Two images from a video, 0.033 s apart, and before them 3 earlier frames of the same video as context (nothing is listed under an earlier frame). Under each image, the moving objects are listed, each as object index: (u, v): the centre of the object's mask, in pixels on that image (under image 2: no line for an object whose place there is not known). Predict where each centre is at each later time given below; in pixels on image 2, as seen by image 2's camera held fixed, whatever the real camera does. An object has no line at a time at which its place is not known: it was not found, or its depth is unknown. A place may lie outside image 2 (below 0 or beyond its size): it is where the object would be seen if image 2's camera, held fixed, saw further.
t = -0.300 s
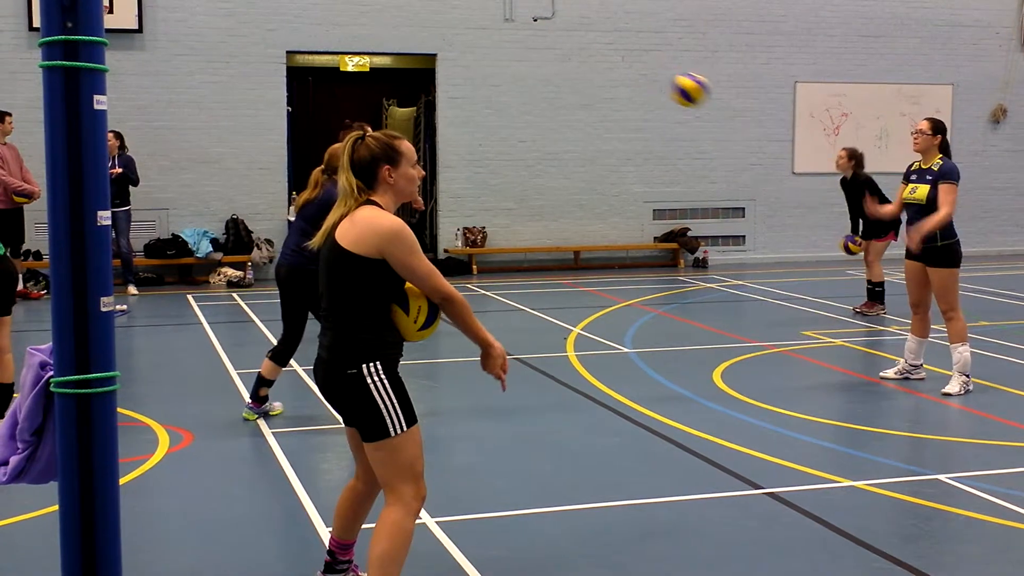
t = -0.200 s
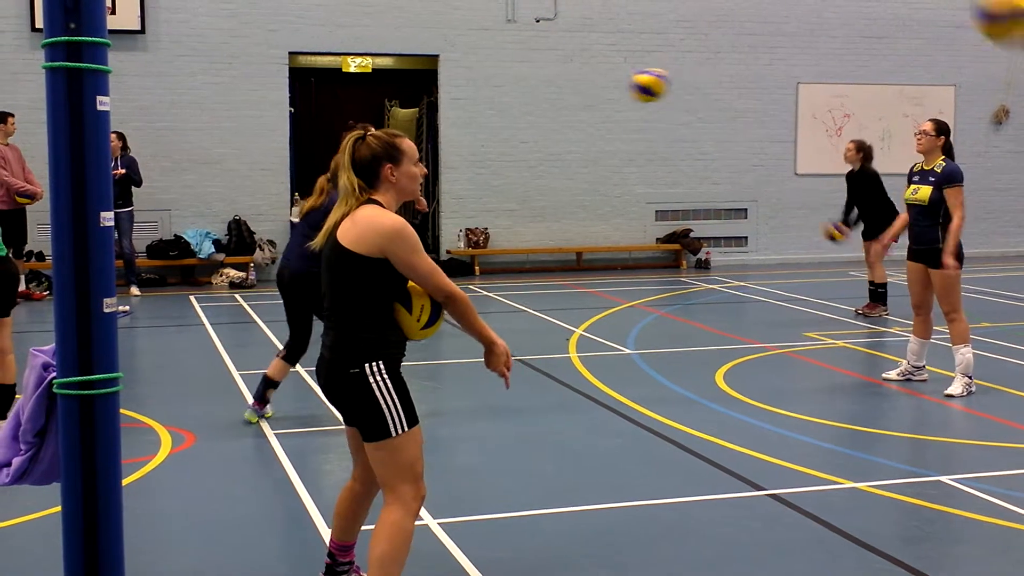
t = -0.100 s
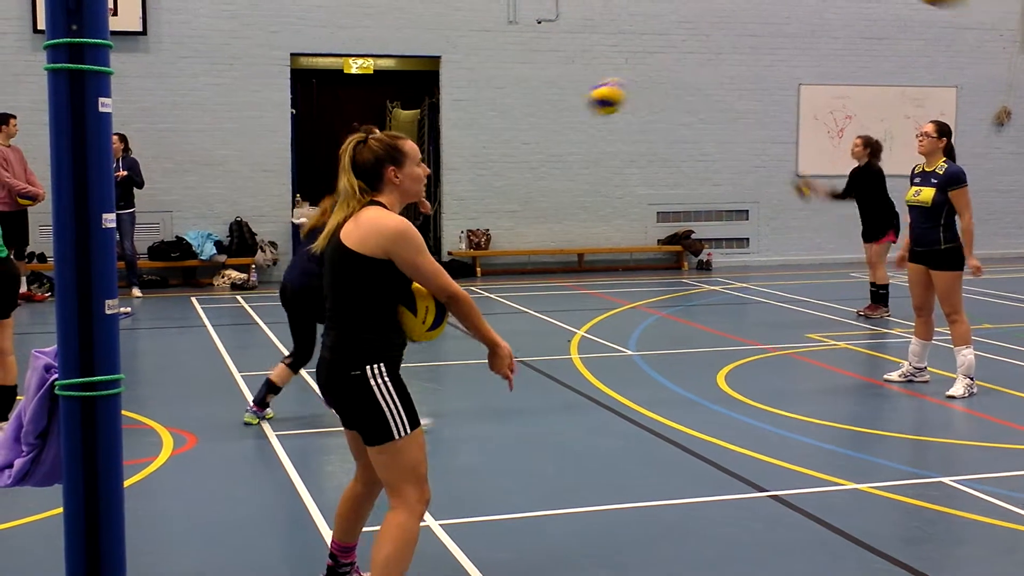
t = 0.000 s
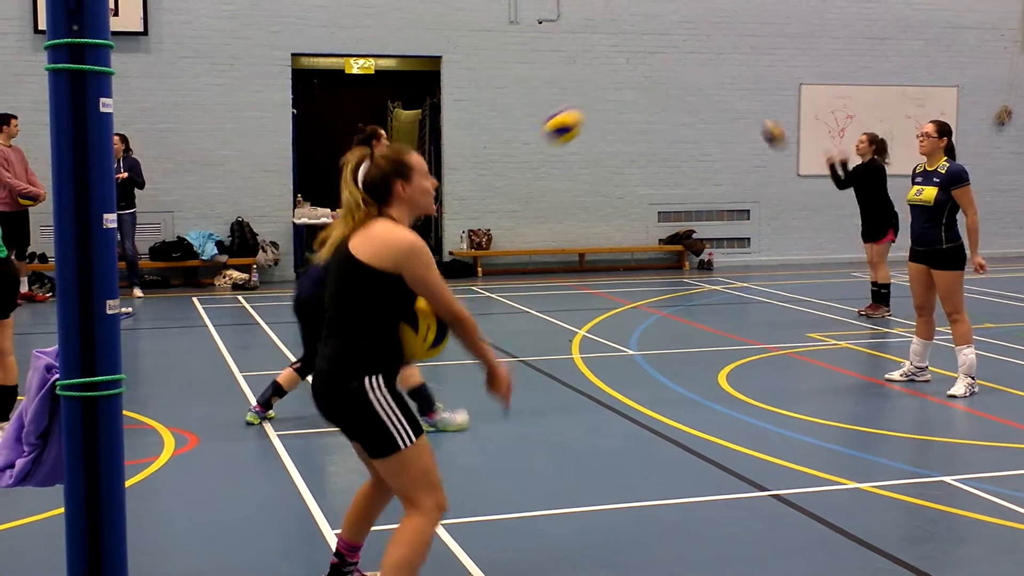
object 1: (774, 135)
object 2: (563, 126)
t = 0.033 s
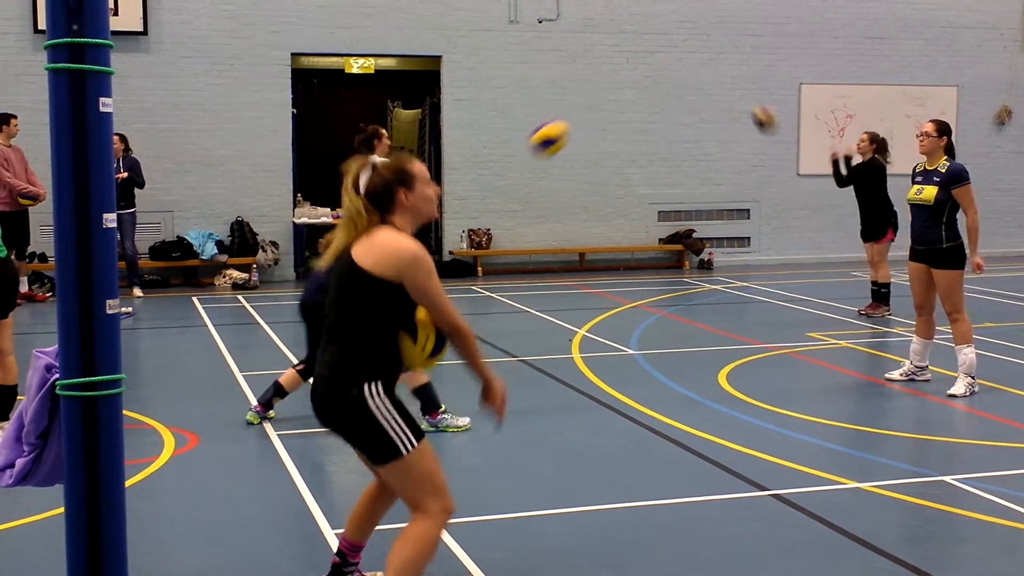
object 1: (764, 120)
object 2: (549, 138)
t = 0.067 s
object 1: (754, 106)
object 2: (535, 152)
